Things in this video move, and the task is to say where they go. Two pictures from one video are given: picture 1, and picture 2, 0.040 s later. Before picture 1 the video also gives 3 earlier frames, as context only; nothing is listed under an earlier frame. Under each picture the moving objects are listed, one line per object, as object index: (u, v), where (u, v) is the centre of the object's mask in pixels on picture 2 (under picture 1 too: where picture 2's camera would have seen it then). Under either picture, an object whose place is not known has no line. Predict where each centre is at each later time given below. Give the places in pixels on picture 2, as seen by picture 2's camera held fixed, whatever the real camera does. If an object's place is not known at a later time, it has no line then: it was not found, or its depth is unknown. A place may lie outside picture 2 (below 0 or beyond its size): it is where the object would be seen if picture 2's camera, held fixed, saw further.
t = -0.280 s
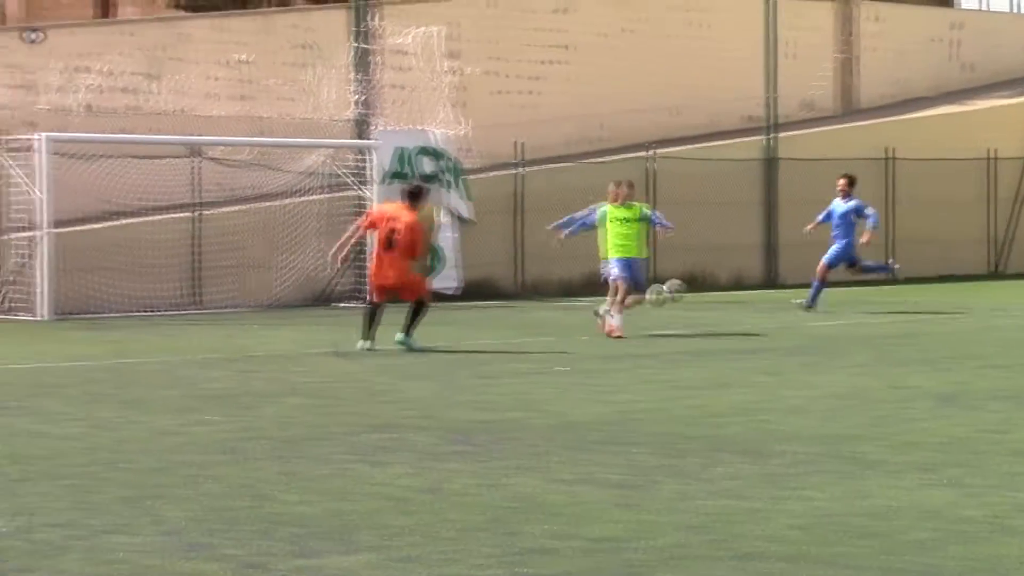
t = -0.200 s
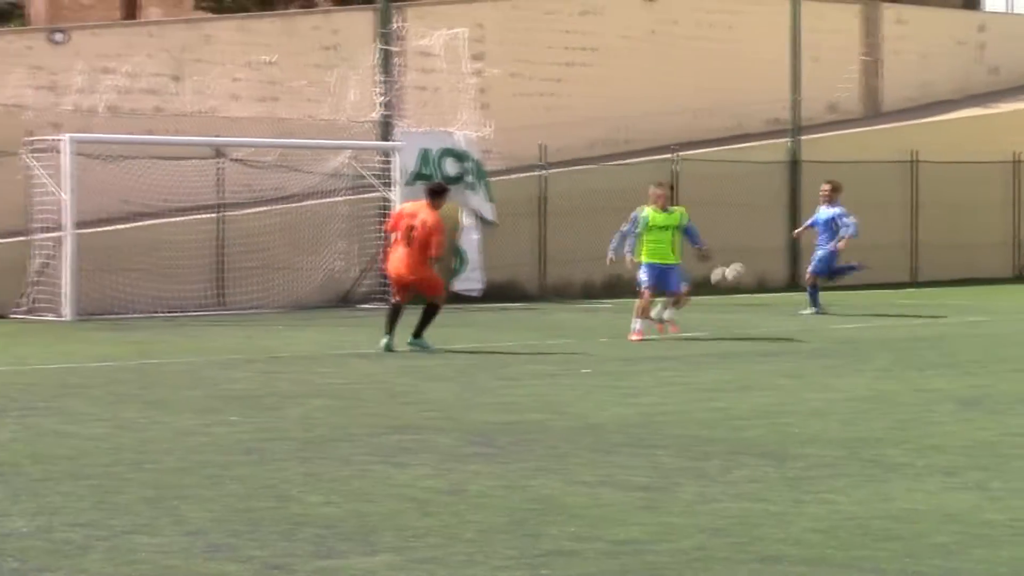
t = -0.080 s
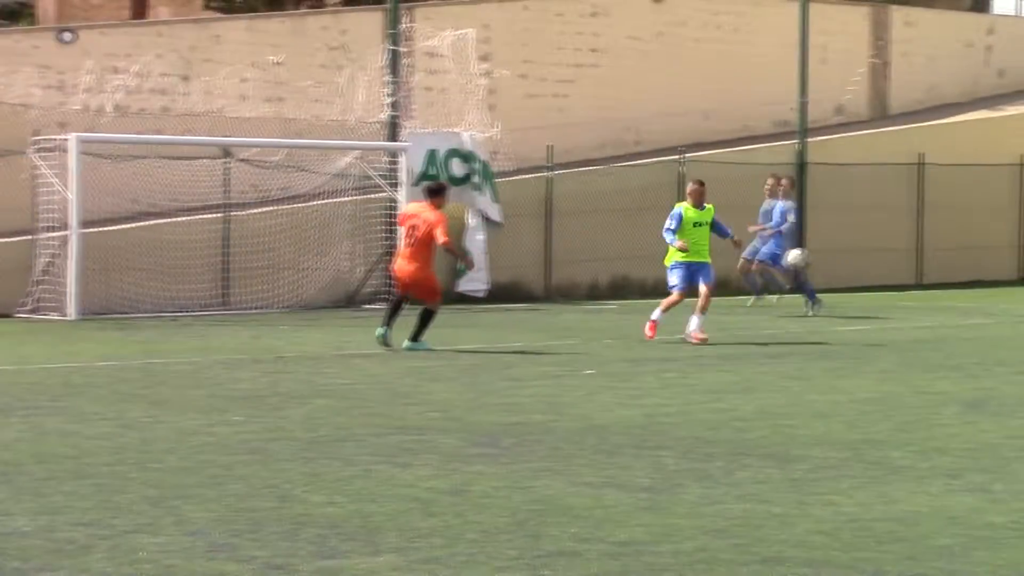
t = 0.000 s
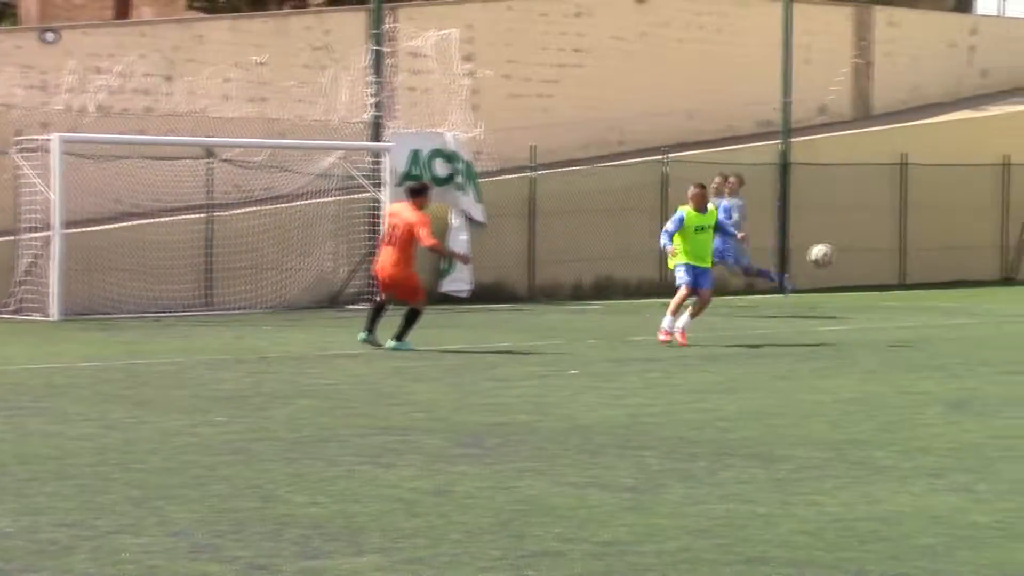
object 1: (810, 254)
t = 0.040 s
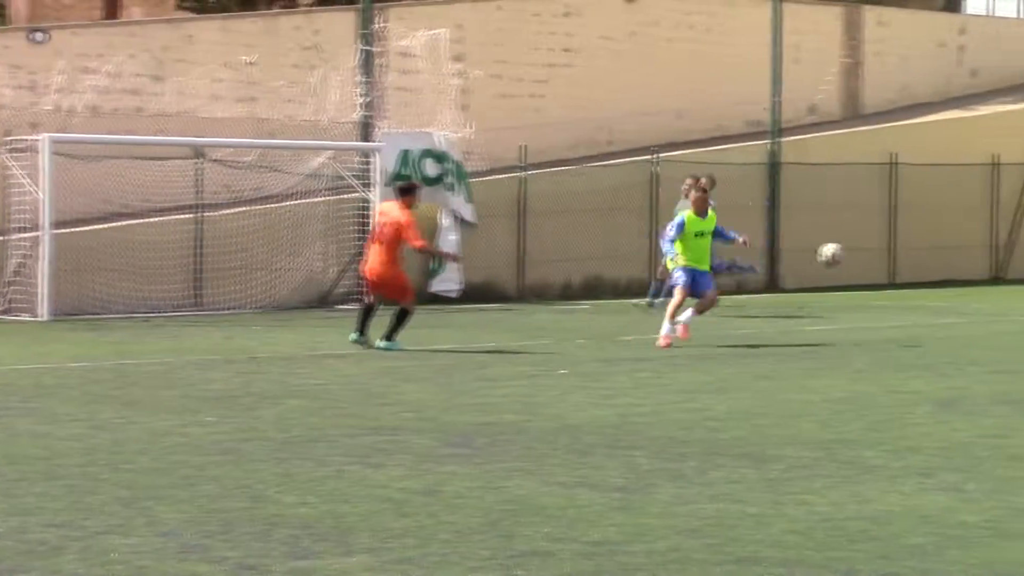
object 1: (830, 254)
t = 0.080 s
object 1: (850, 255)
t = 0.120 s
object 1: (871, 258)
